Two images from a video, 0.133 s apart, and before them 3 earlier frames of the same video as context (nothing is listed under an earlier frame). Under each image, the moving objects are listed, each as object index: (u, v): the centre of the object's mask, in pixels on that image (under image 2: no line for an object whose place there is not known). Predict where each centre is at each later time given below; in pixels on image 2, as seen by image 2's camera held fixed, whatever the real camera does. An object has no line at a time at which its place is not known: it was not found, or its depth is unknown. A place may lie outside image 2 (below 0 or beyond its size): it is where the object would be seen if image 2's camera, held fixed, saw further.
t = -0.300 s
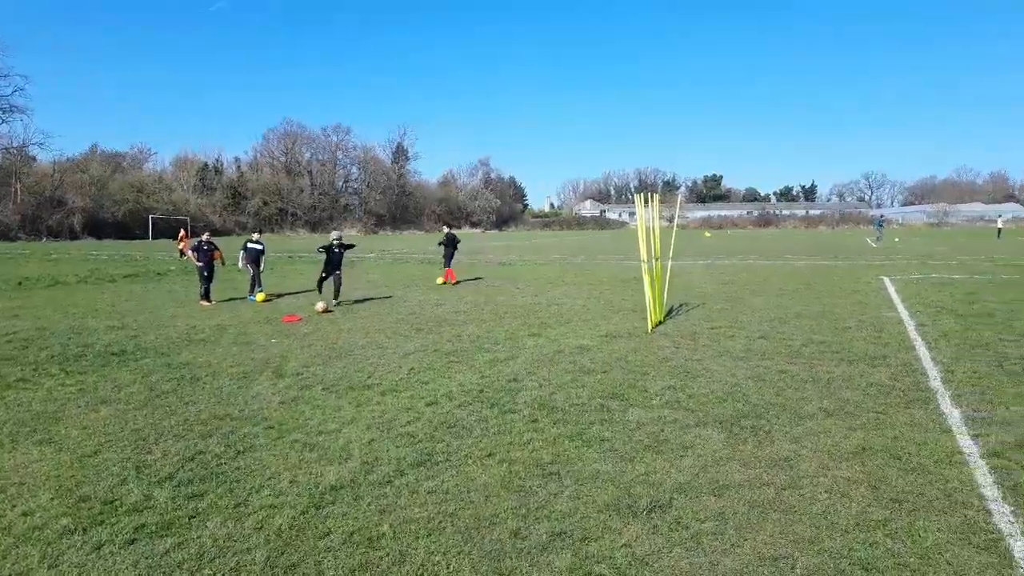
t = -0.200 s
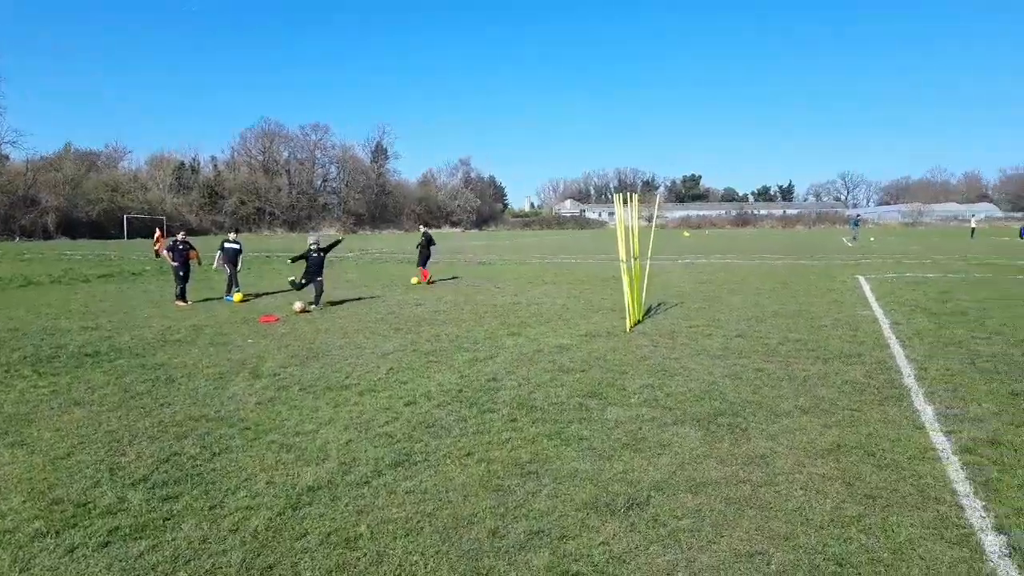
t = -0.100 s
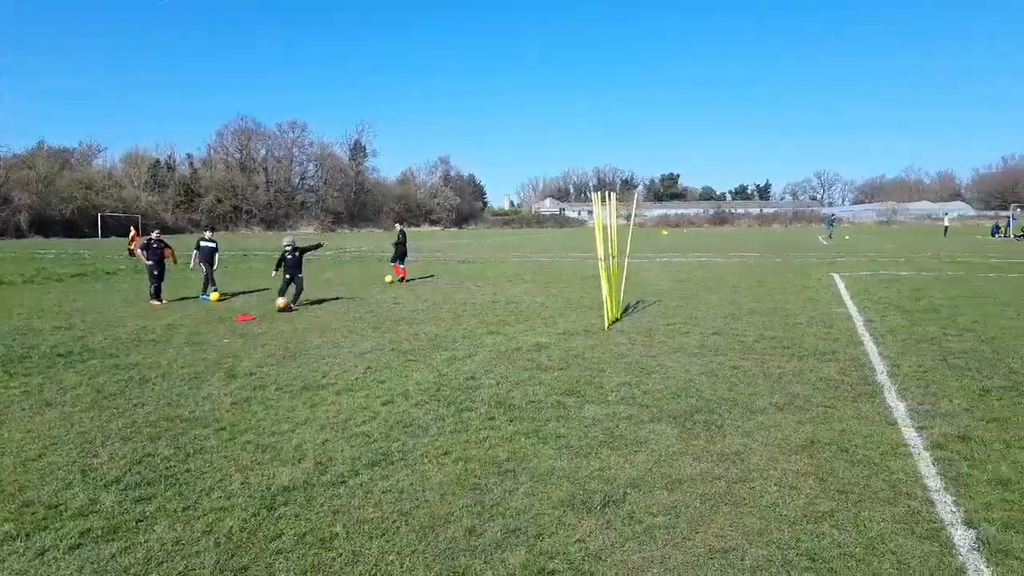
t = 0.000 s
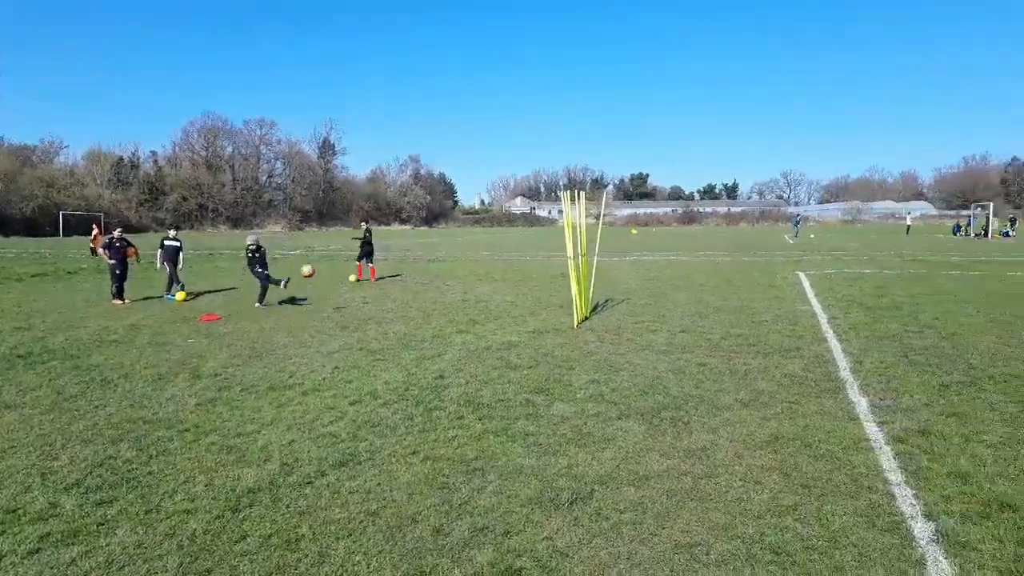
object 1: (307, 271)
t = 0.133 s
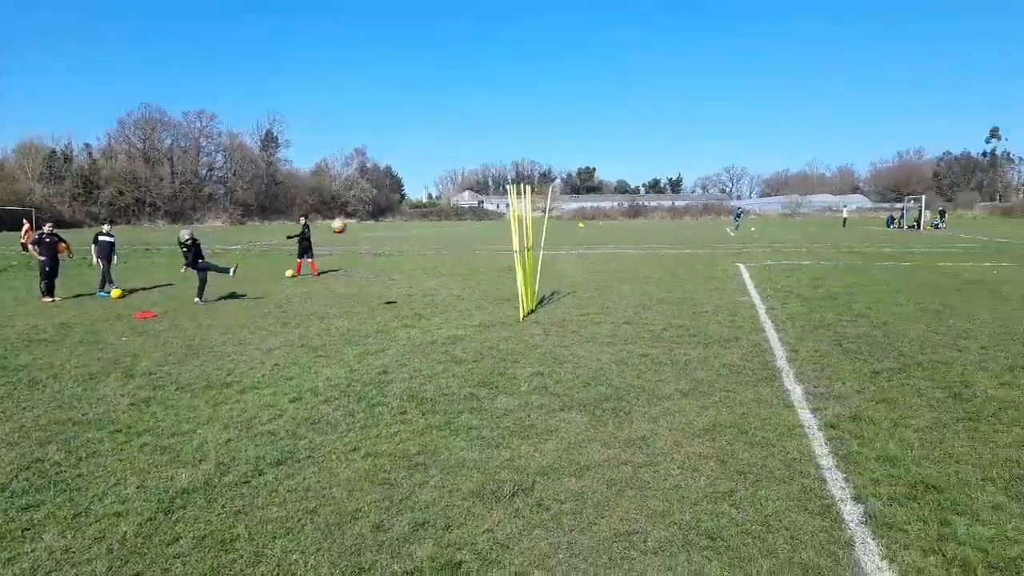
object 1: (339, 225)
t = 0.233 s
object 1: (403, 201)
